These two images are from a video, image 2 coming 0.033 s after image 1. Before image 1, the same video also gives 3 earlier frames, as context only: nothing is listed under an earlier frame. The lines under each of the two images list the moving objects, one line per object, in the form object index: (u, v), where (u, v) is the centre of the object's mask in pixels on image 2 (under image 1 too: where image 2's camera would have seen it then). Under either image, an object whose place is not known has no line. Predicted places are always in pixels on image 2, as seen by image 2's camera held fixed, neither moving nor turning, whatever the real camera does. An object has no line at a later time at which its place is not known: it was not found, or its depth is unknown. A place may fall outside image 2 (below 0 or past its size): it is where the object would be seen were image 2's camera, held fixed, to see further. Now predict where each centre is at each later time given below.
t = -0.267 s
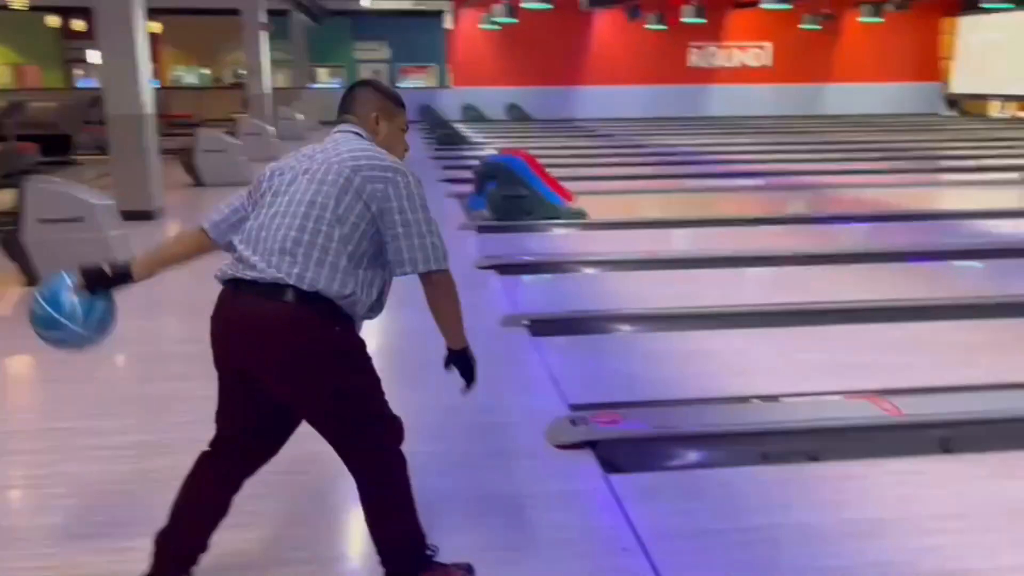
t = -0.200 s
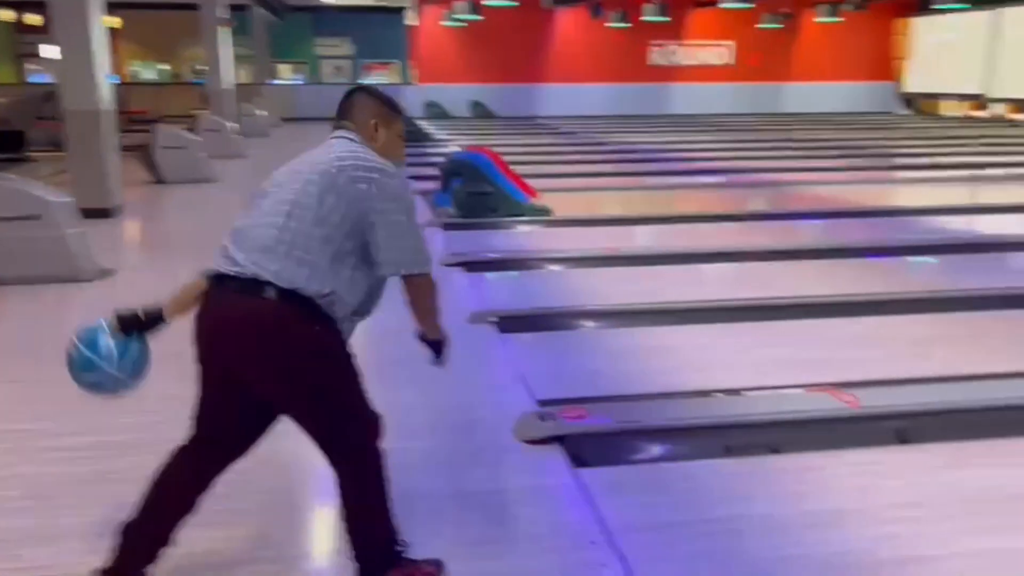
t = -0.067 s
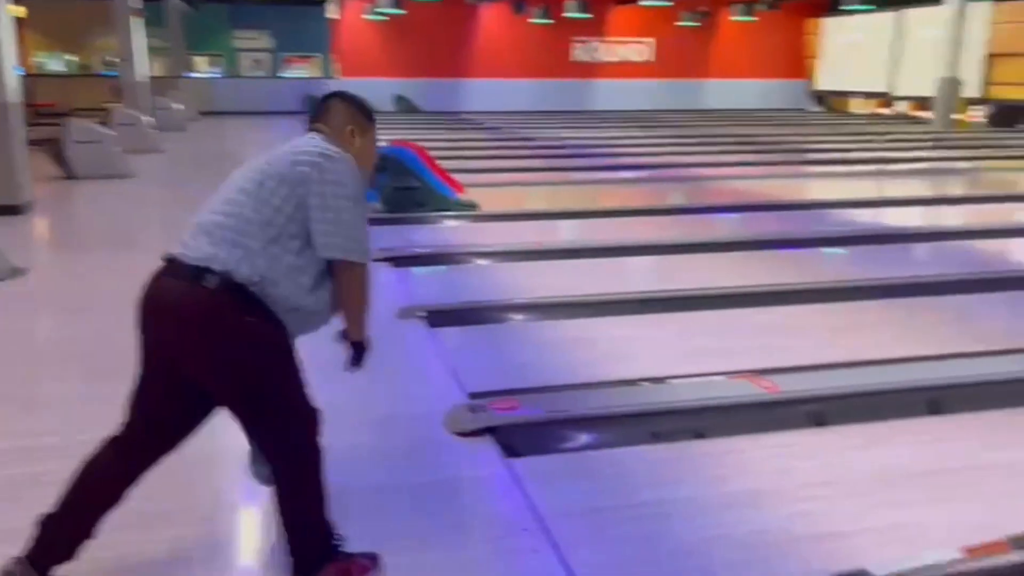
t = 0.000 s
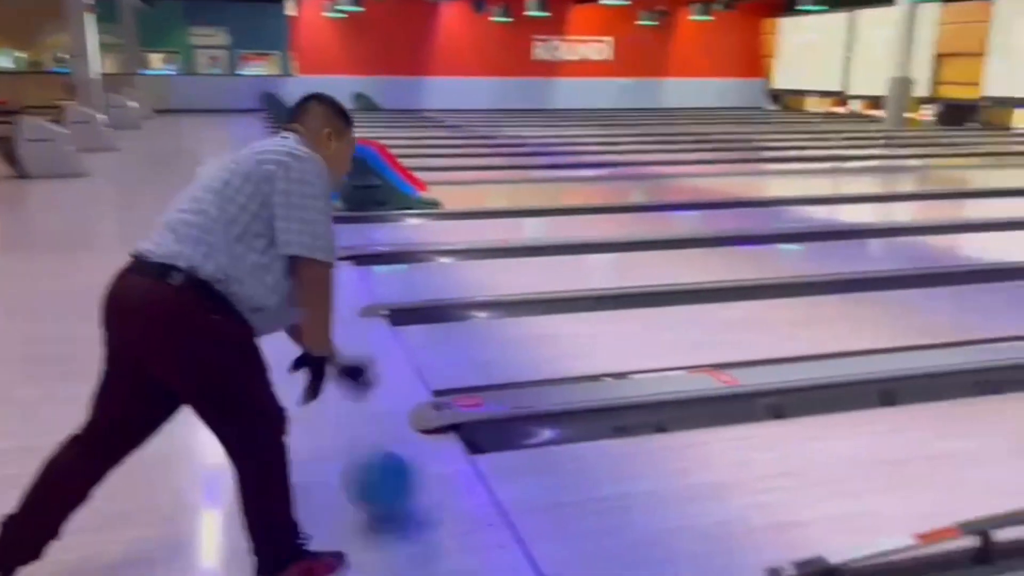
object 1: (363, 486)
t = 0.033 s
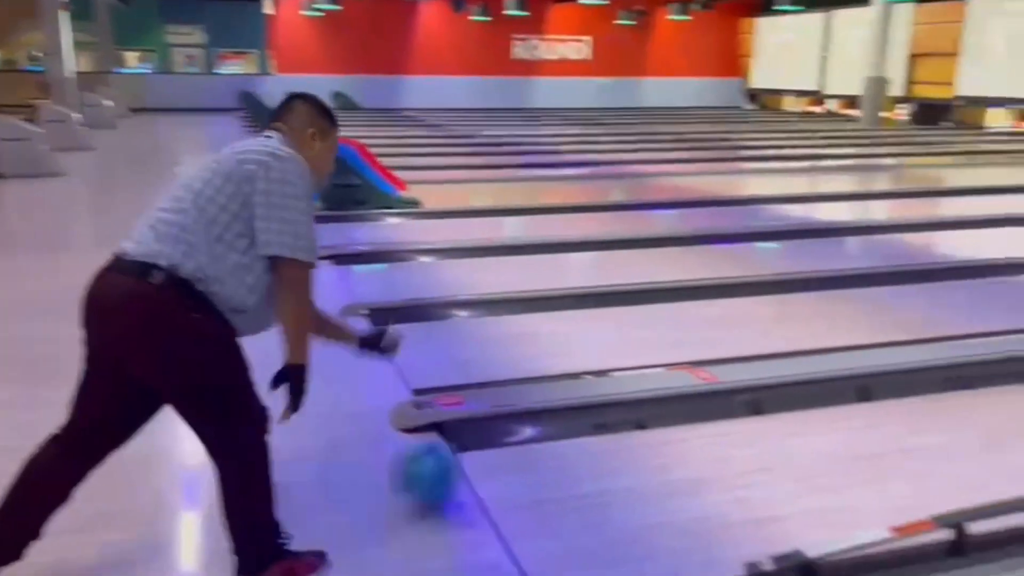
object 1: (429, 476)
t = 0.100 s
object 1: (547, 453)
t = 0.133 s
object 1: (604, 446)
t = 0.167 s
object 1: (657, 444)
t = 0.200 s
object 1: (708, 441)
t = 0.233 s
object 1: (757, 434)
